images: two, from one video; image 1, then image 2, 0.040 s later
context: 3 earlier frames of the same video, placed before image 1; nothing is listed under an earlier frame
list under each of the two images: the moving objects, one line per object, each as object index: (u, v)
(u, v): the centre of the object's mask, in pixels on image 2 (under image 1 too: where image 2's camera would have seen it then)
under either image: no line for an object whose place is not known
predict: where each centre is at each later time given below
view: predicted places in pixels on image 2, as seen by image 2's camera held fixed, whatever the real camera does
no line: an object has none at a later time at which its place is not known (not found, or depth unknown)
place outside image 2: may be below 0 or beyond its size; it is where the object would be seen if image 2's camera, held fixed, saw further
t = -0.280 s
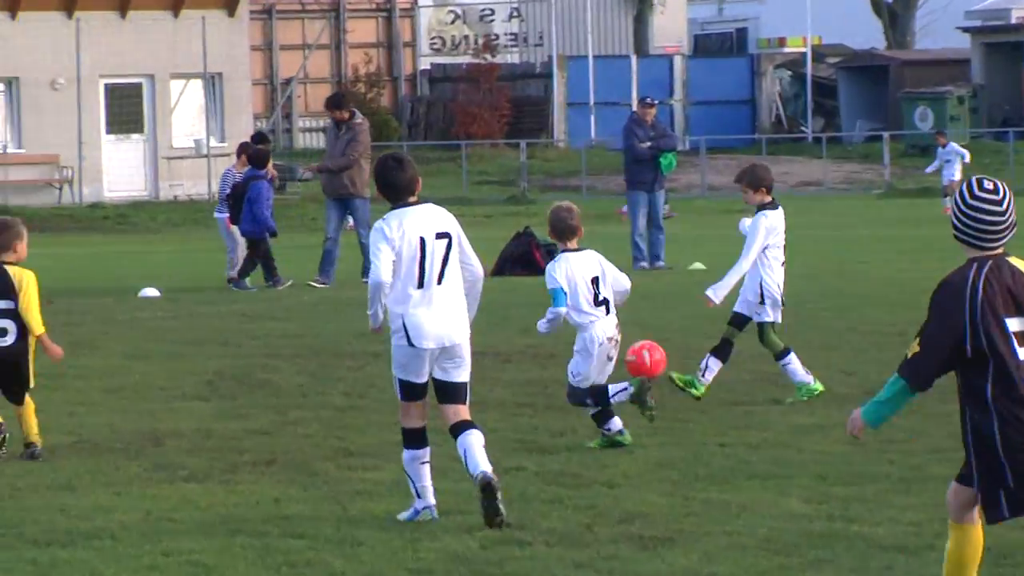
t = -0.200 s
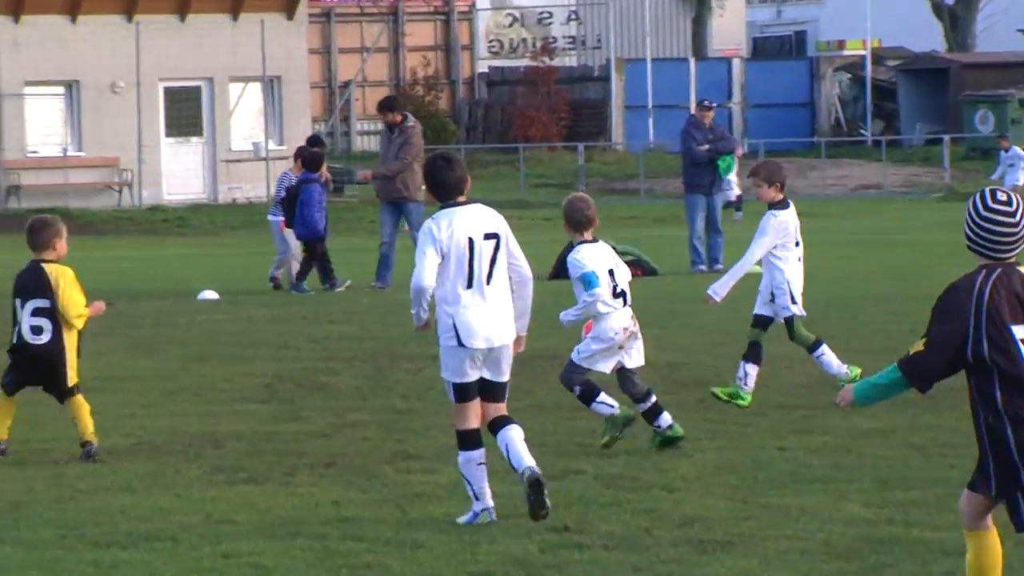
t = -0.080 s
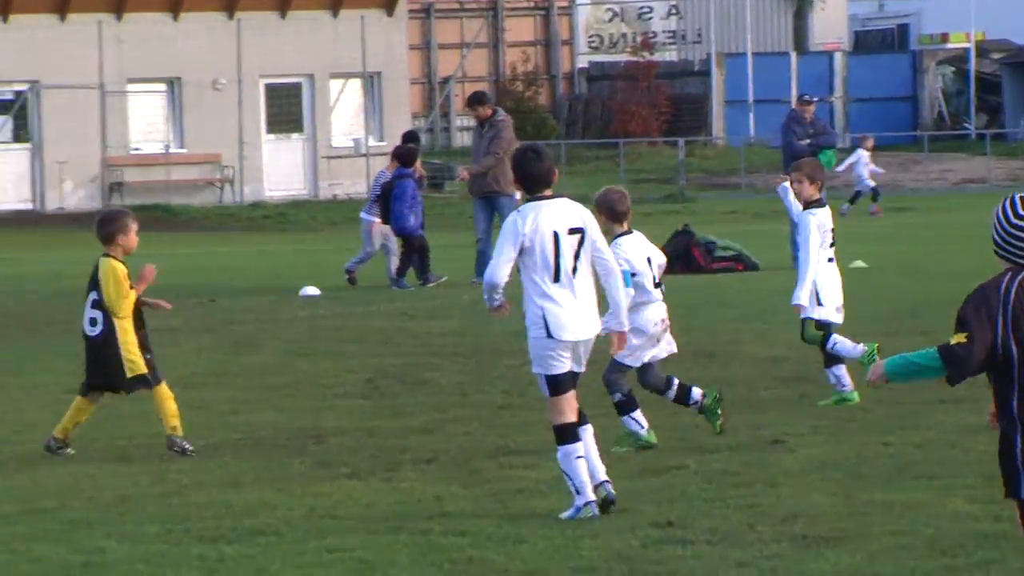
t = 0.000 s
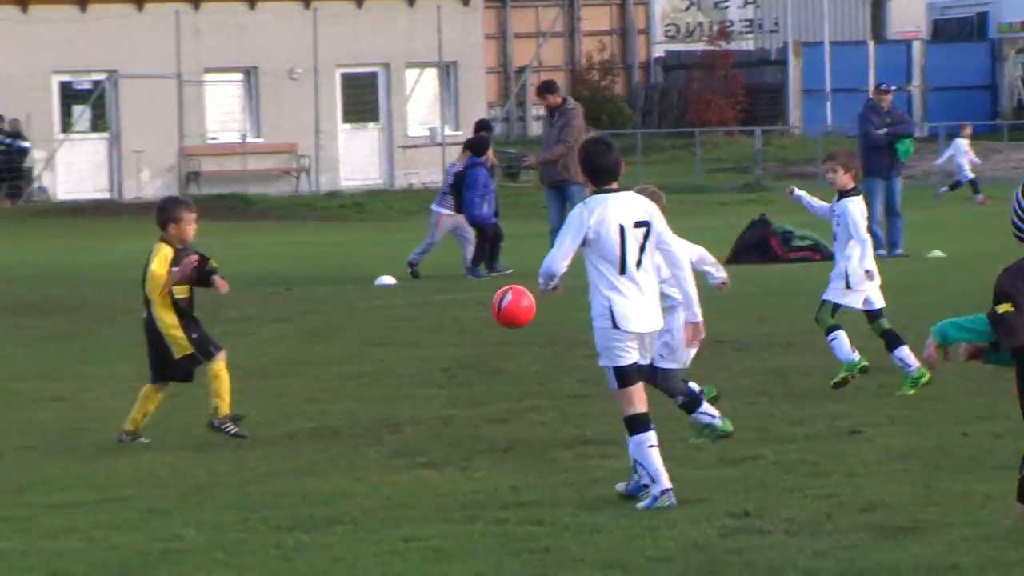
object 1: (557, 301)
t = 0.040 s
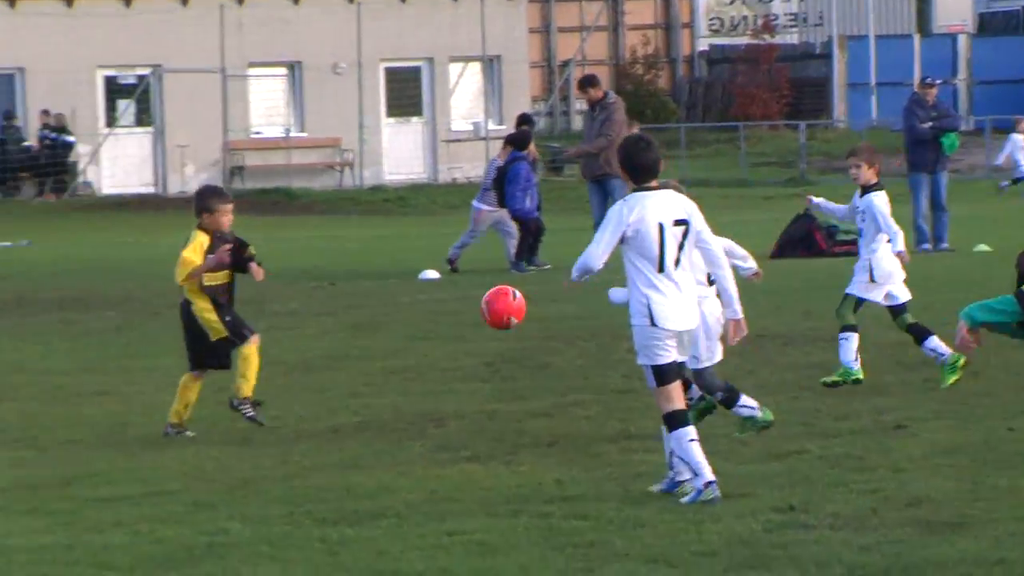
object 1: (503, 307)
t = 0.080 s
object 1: (448, 316)
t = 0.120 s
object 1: (392, 329)
